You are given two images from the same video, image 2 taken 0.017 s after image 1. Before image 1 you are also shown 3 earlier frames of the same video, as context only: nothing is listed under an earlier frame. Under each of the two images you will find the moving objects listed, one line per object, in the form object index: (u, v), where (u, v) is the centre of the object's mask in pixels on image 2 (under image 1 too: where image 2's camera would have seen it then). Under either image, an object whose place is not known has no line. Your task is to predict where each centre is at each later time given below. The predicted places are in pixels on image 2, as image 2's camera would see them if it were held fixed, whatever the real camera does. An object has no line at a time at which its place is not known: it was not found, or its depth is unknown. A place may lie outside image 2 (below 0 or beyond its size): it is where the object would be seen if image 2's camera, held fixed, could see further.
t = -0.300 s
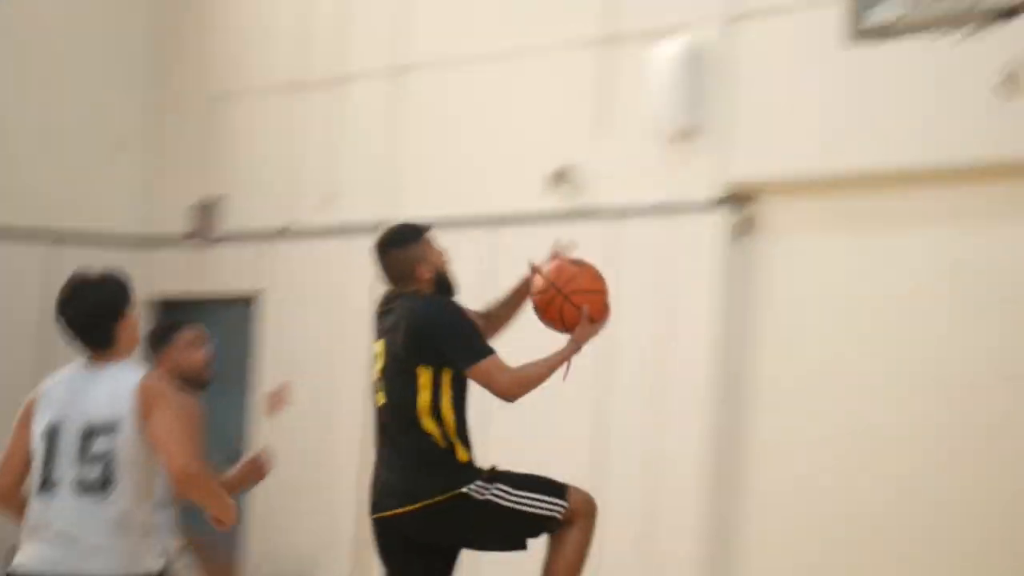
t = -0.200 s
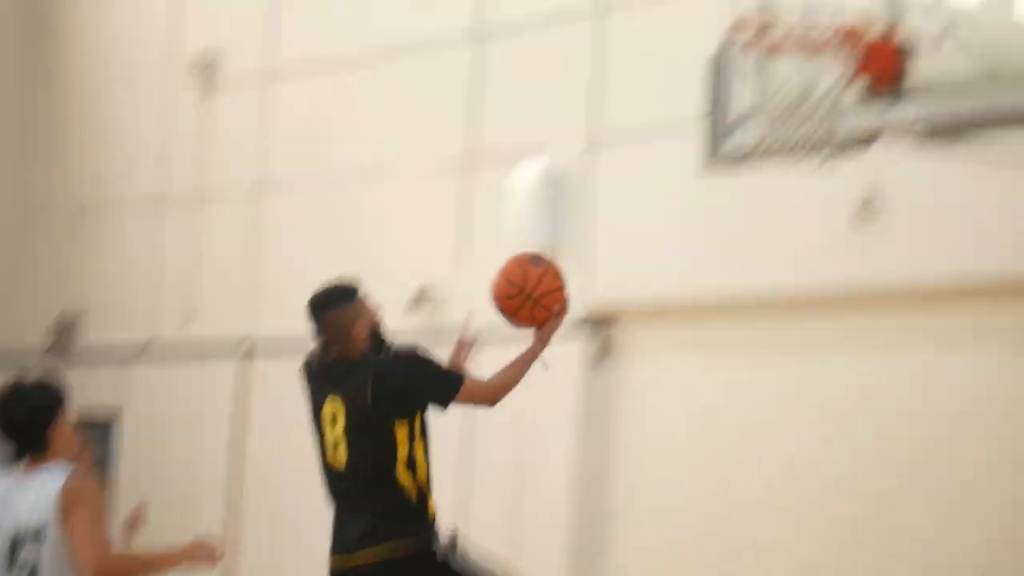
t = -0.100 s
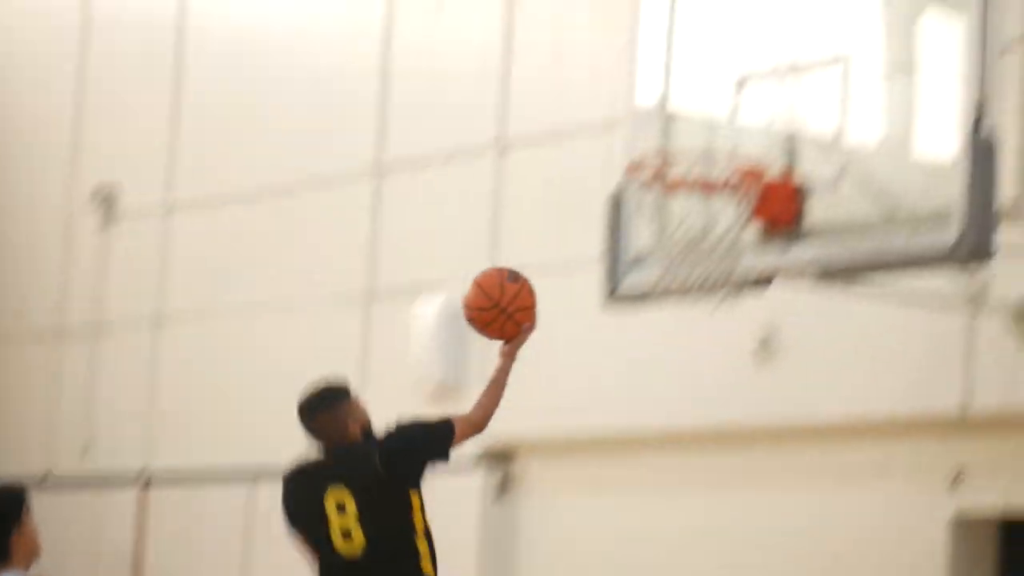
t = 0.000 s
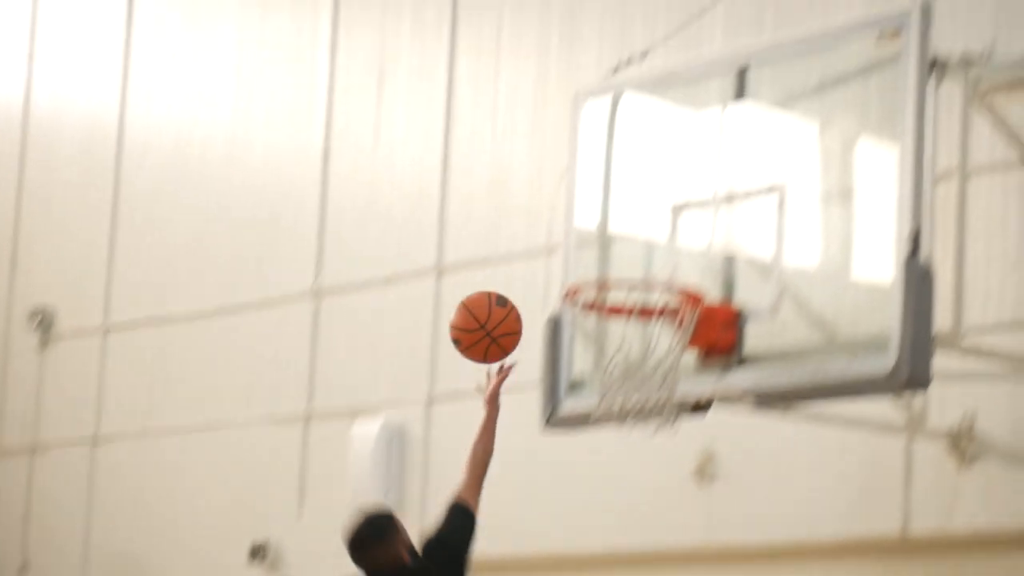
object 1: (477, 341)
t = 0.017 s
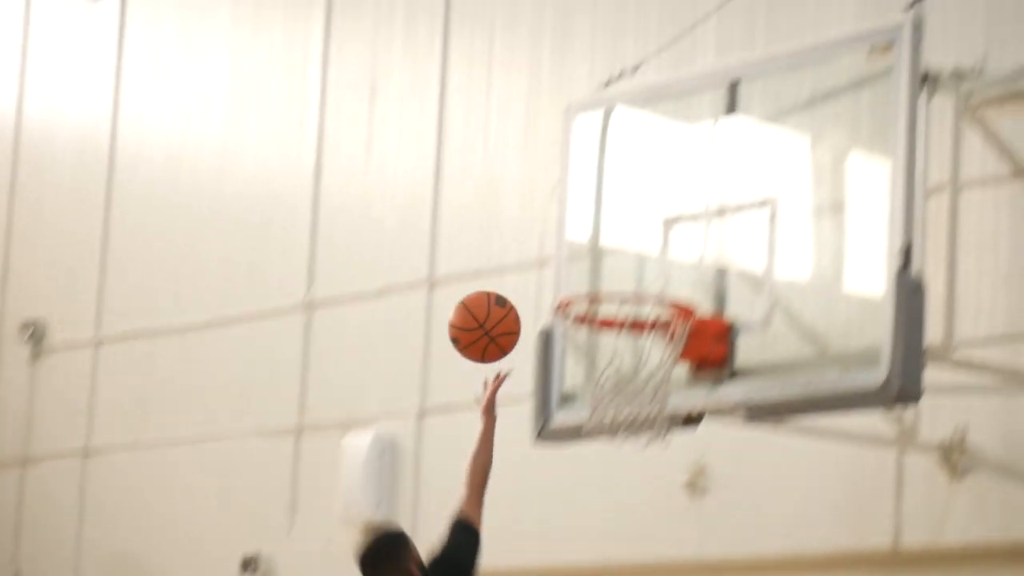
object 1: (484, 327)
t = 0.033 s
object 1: (492, 314)
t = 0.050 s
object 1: (499, 303)
